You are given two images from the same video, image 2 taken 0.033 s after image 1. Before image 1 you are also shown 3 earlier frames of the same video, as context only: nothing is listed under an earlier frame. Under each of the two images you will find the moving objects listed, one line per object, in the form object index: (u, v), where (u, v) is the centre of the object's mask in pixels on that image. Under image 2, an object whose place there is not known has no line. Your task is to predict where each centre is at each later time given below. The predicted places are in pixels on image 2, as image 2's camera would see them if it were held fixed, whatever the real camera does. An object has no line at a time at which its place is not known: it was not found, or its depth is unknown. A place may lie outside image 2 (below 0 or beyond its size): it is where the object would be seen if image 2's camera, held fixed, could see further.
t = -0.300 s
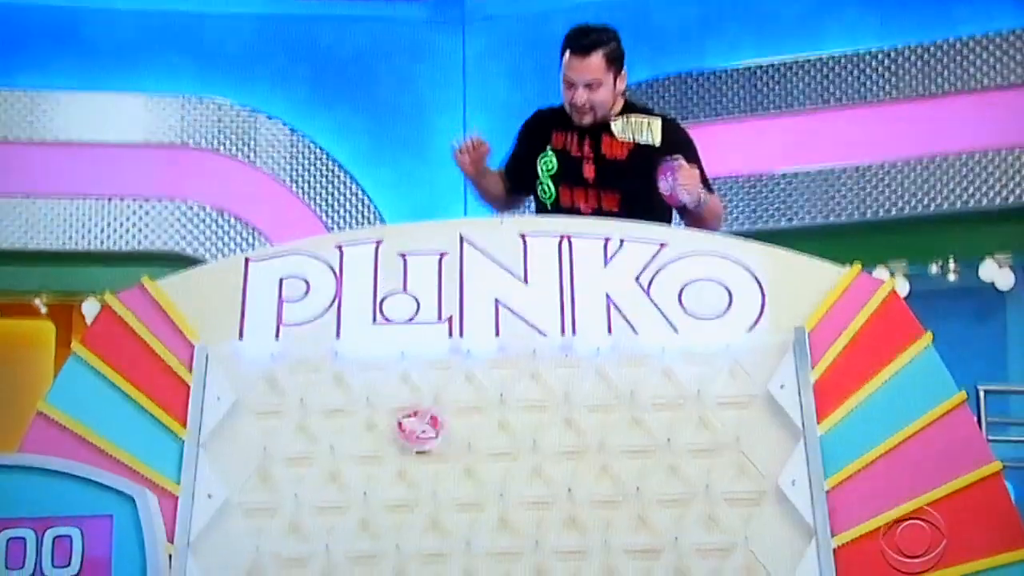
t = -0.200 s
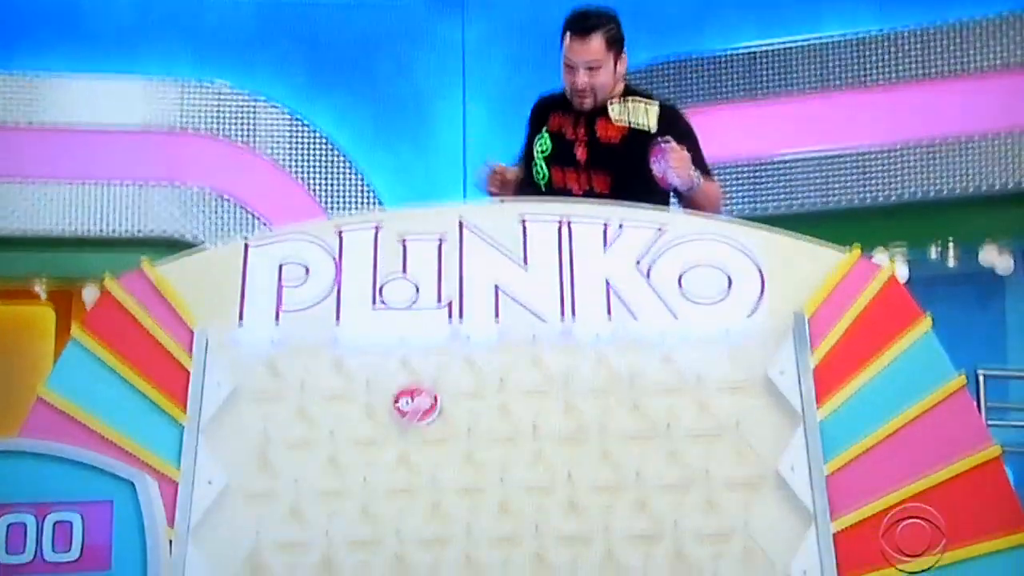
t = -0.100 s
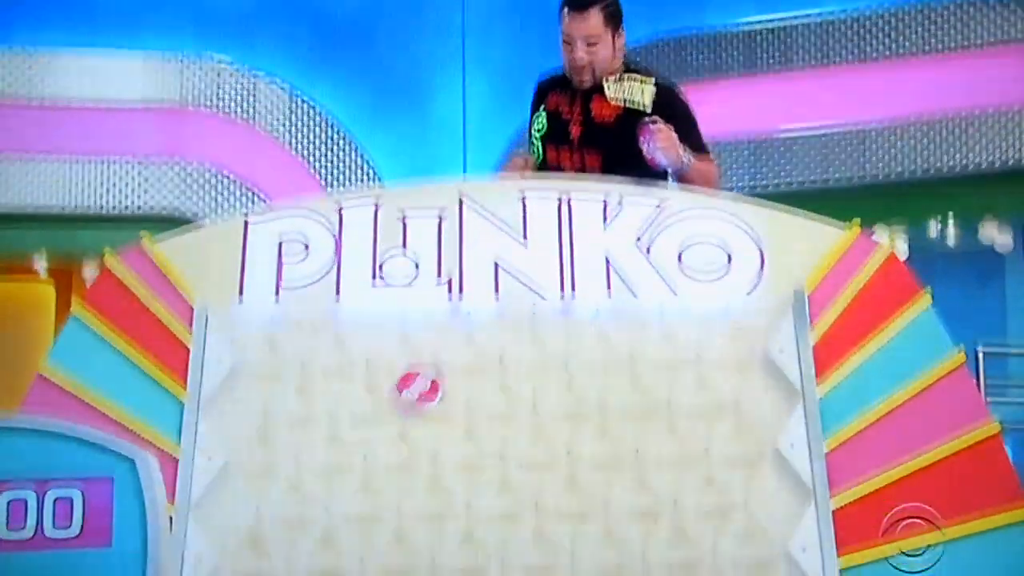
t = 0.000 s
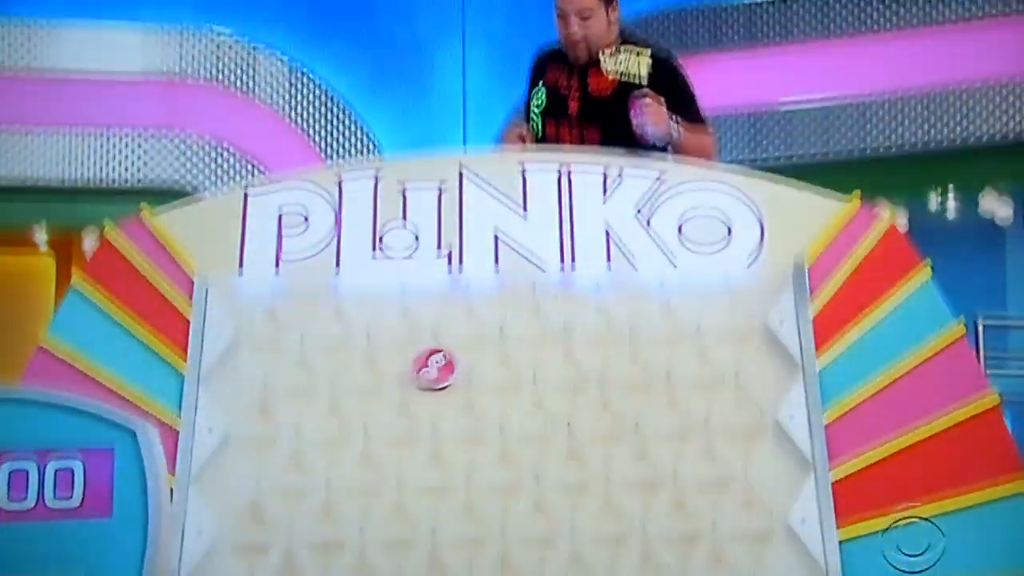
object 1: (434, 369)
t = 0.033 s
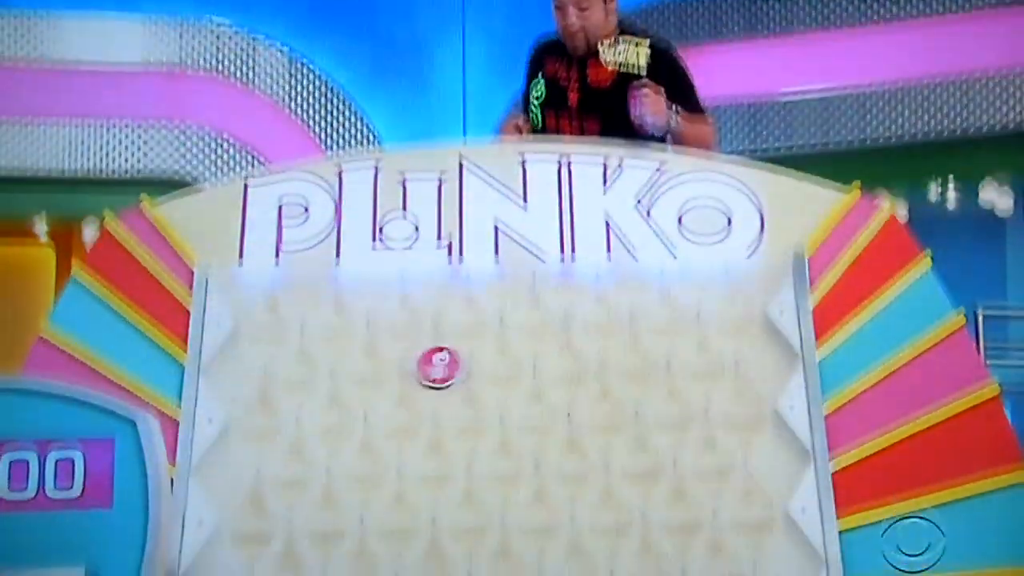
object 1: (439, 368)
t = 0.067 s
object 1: (443, 377)
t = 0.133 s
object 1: (450, 394)
